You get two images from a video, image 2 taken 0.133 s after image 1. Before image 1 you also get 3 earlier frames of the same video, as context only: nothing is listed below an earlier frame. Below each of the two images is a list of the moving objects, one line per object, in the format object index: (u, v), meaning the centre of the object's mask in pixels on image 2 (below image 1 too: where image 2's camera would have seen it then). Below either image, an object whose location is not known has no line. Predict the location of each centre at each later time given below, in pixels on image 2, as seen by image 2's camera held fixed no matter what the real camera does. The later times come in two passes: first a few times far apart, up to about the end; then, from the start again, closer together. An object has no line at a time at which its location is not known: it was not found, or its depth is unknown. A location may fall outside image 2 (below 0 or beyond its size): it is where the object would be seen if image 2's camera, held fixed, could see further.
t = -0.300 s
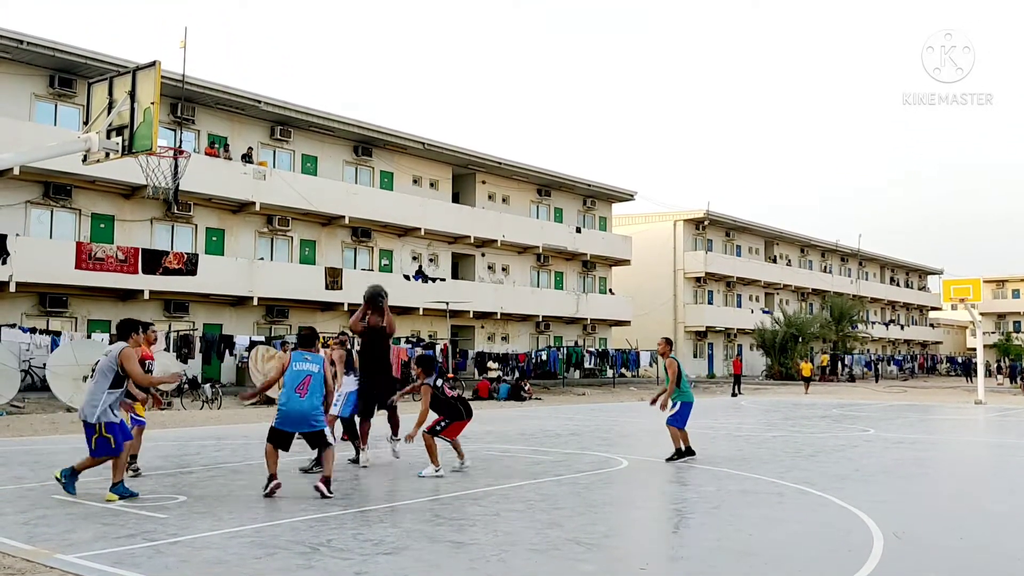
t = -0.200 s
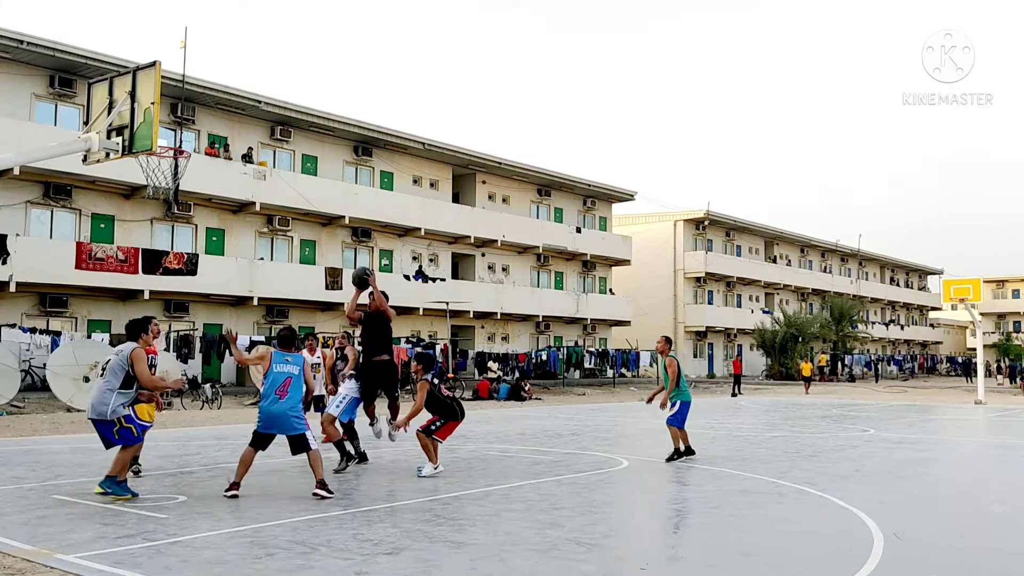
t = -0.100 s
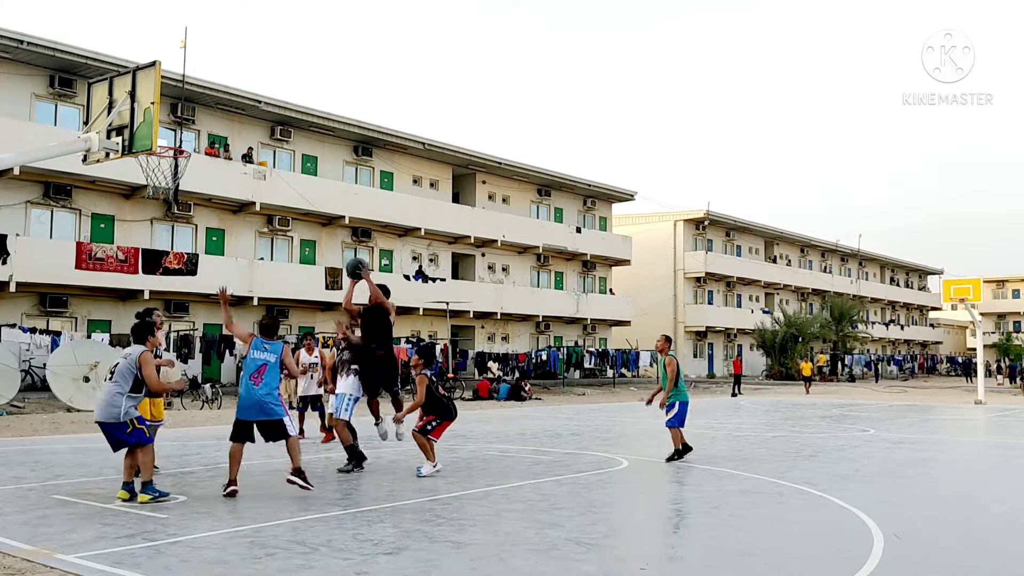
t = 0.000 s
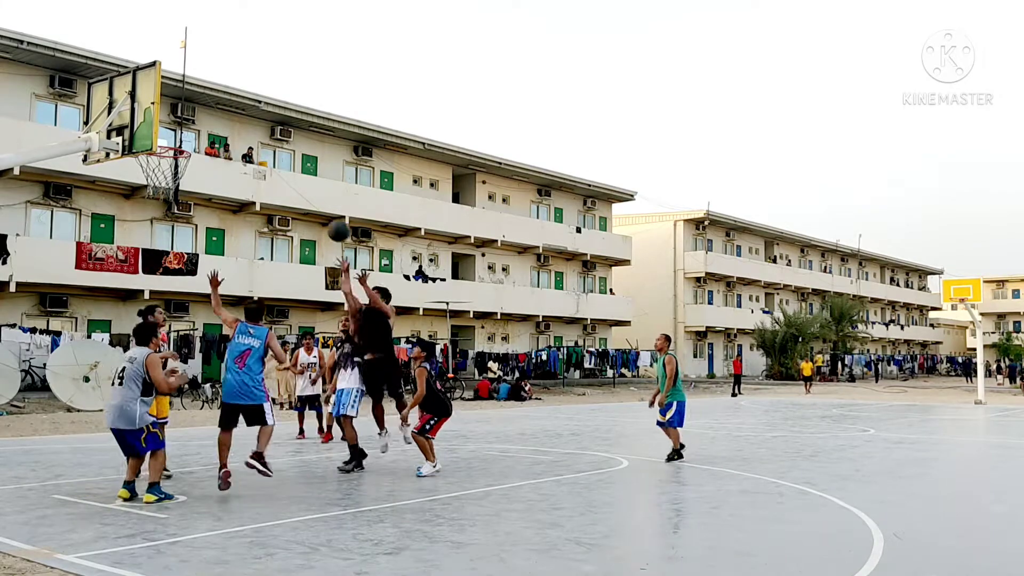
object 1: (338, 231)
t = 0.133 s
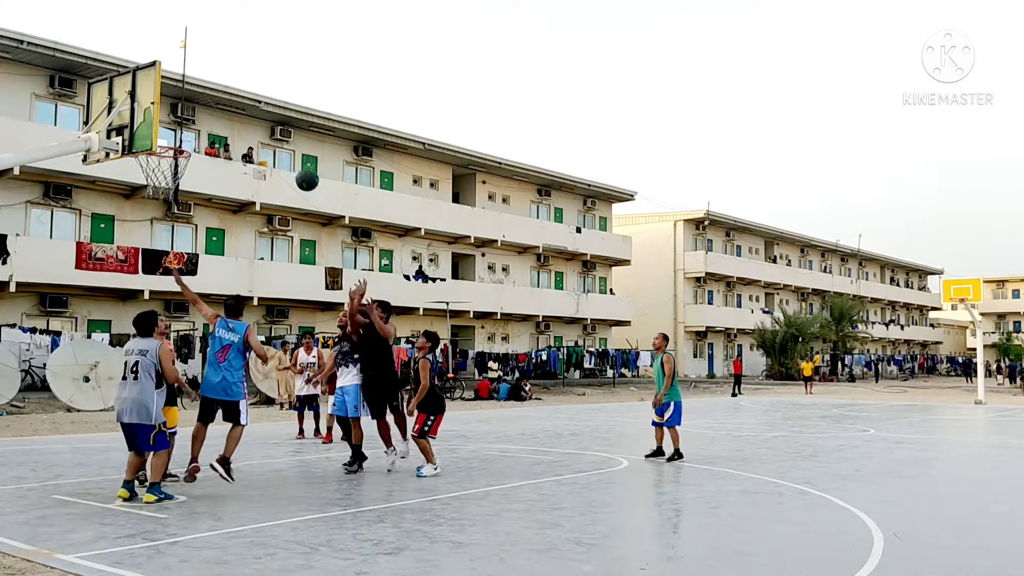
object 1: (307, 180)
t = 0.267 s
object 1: (273, 141)
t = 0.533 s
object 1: (193, 108)
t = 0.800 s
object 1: (165, 147)
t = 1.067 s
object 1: (137, 169)
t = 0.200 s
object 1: (290, 159)
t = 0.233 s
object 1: (282, 150)
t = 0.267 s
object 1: (273, 141)
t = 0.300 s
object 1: (263, 135)
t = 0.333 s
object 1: (254, 128)
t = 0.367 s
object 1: (245, 122)
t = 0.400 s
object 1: (235, 117)
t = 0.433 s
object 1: (225, 114)
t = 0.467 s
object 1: (215, 111)
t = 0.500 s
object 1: (204, 109)
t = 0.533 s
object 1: (193, 108)
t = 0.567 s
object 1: (182, 110)
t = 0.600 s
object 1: (172, 111)
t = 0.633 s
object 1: (165, 115)
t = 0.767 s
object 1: (162, 140)
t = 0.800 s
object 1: (165, 147)
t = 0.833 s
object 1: (172, 154)
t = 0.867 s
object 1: (171, 158)
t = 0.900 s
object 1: (164, 161)
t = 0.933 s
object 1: (154, 164)
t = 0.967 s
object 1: (146, 167)
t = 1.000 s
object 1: (136, 169)
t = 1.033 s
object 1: (136, 169)
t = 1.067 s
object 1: (137, 169)
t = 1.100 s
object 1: (139, 169)
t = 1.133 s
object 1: (141, 170)
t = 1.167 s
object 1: (142, 172)
